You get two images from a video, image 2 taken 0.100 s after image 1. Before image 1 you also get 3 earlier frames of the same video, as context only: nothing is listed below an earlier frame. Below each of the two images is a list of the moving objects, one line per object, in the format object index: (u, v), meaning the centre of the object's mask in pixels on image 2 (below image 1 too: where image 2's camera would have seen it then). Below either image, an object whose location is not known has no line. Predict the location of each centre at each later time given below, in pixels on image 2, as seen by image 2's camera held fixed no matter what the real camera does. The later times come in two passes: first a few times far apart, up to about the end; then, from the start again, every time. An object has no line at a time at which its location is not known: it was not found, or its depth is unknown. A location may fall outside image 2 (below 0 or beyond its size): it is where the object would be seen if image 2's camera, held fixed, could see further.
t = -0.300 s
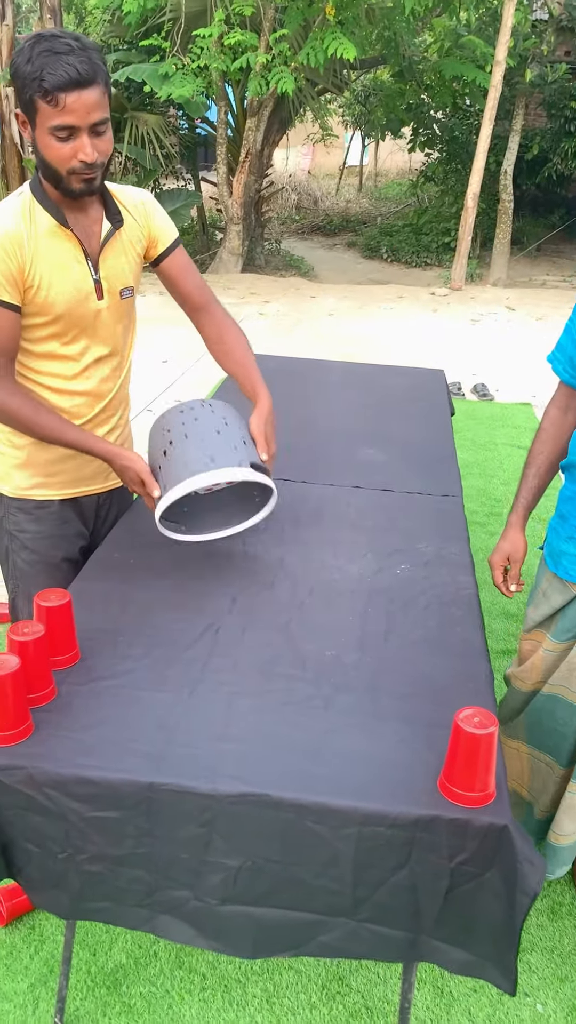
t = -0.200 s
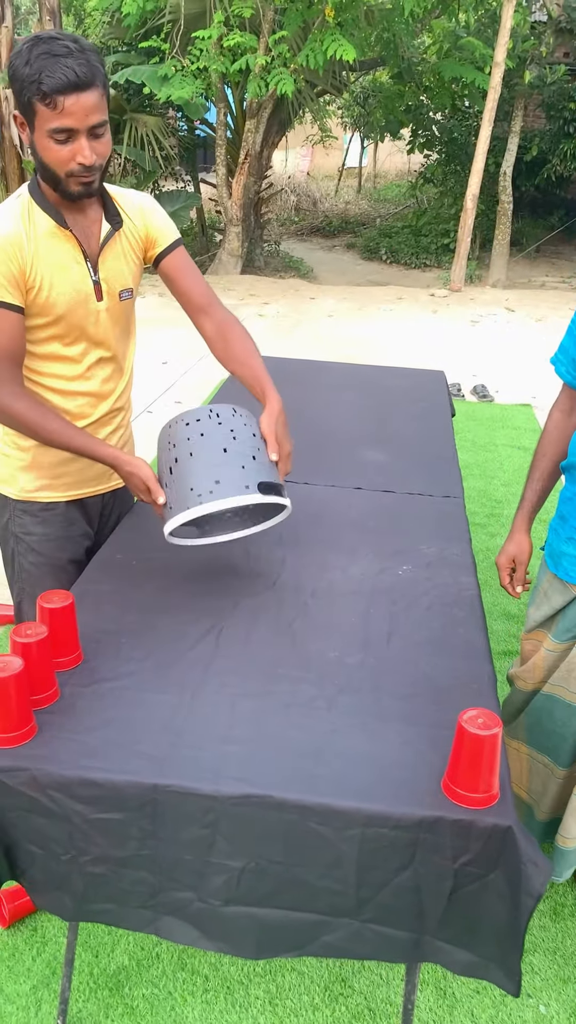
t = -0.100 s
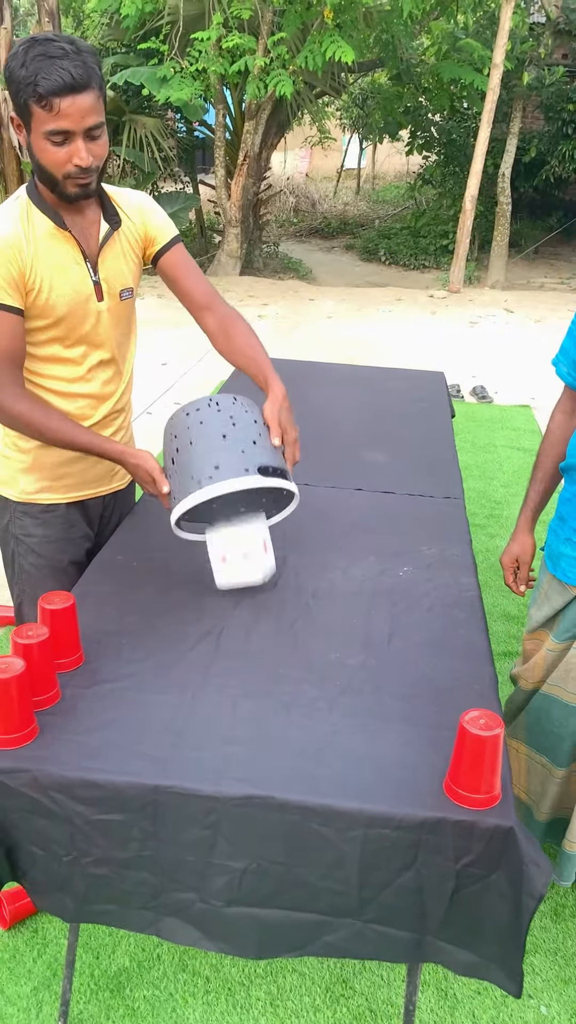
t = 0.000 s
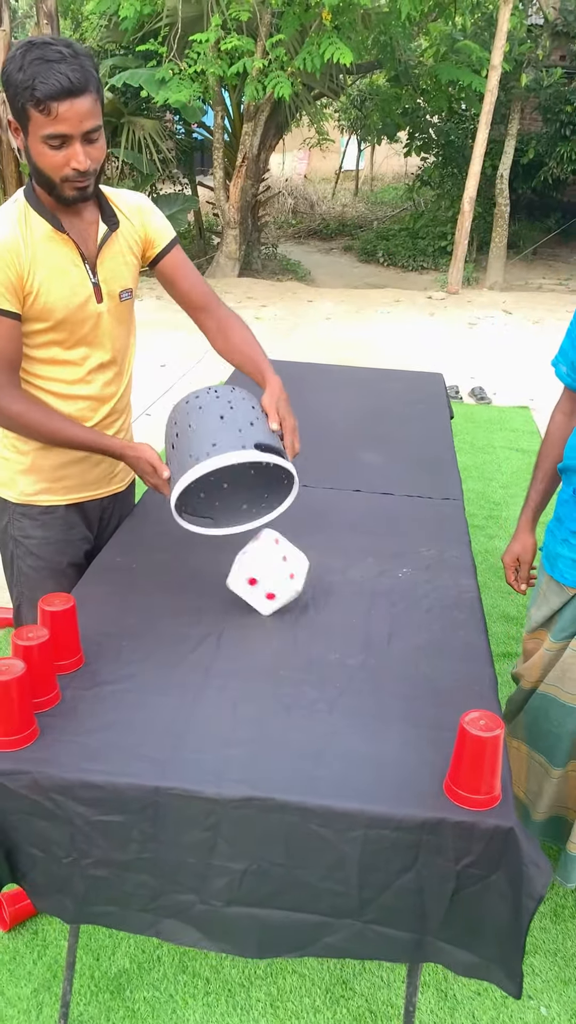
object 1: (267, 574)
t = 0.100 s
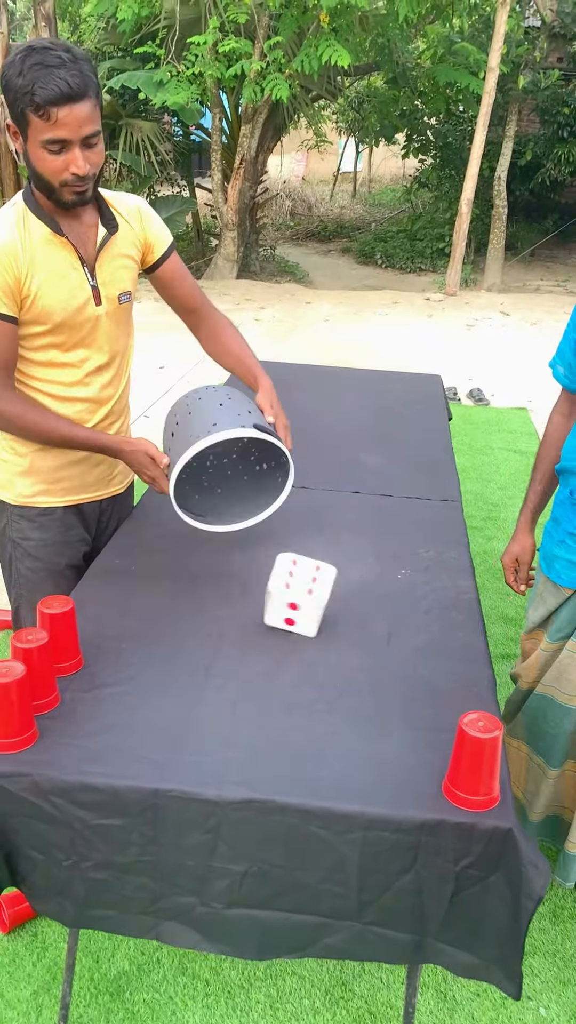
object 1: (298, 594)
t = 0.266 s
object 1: (350, 609)
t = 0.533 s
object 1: (386, 620)
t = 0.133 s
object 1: (311, 596)
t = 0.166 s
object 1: (321, 597)
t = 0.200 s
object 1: (331, 600)
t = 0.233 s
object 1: (340, 604)
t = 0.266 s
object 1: (350, 609)
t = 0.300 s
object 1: (361, 610)
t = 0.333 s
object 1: (370, 607)
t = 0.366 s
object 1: (376, 606)
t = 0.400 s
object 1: (381, 606)
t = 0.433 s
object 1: (385, 609)
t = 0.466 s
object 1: (387, 613)
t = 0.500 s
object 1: (387, 618)
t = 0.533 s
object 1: (386, 620)
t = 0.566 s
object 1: (385, 622)
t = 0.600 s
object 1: (384, 622)
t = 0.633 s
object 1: (384, 622)
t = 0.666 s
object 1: (384, 622)
